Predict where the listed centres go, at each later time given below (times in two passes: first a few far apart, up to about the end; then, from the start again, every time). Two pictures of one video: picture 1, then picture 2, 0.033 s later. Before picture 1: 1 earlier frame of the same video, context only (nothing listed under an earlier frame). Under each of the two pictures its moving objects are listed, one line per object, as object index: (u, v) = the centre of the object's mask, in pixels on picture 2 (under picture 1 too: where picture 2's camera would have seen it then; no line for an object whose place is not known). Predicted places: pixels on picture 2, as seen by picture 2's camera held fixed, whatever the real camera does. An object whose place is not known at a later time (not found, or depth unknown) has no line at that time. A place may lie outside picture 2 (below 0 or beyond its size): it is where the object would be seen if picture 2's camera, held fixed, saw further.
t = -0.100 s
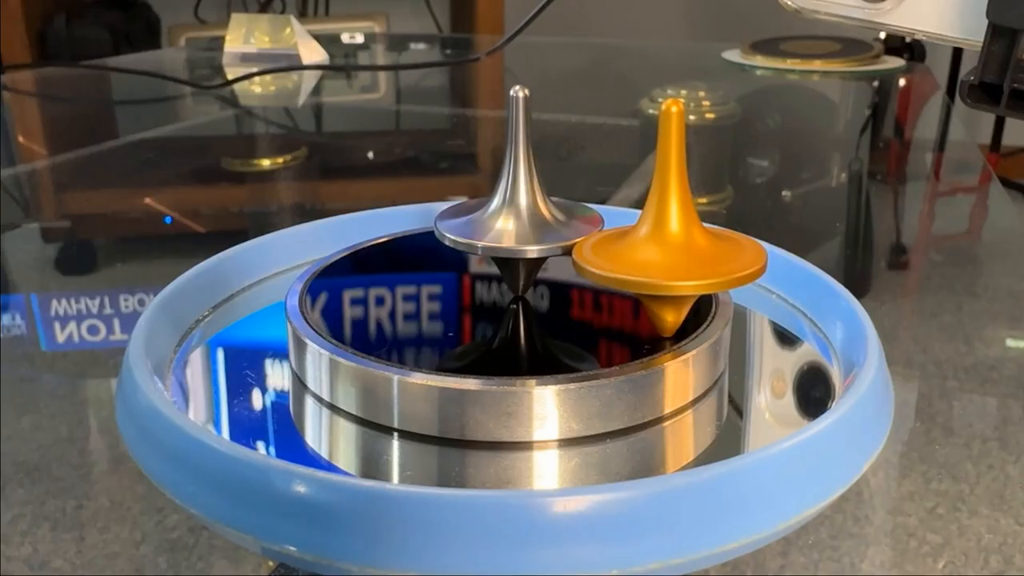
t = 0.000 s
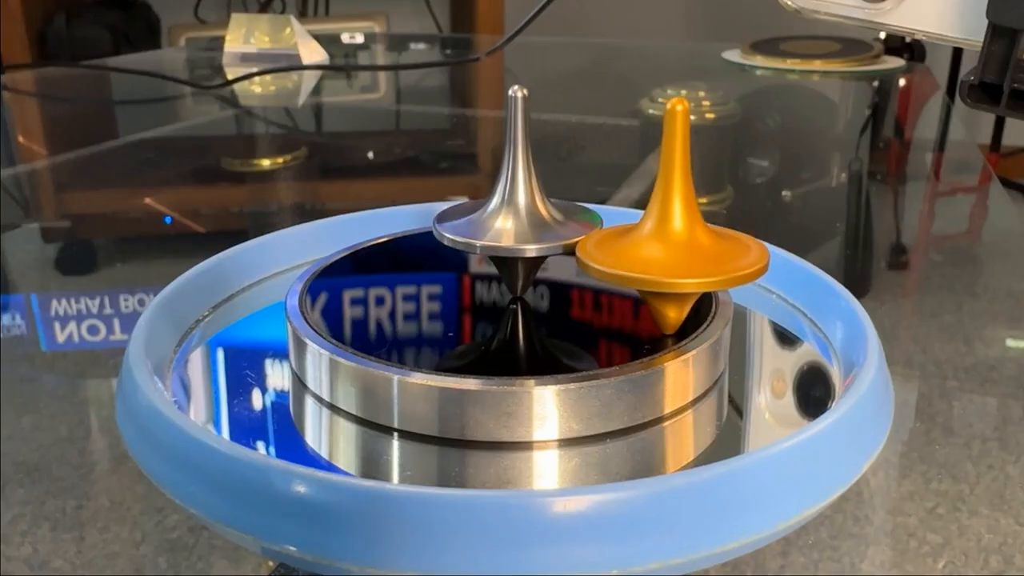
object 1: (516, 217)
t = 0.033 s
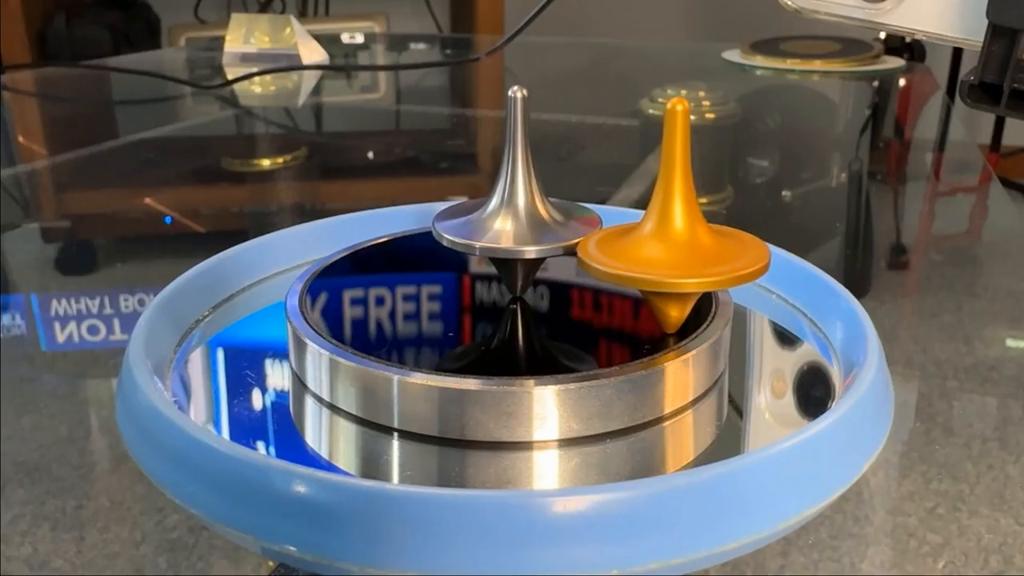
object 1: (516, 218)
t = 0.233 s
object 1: (513, 214)
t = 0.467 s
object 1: (512, 215)
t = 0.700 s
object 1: (511, 216)
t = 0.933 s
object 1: (510, 217)
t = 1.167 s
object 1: (509, 218)
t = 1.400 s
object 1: (508, 219)
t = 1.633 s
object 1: (509, 220)
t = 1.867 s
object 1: (509, 222)
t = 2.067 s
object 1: (510, 223)
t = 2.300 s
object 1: (510, 224)
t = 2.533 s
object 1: (512, 224)
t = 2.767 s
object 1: (513, 225)
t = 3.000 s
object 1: (516, 229)
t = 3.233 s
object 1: (519, 228)
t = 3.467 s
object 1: (523, 230)
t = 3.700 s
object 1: (528, 230)
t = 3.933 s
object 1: (531, 229)
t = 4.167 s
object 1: (535, 229)
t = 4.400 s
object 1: (536, 230)
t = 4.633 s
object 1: (539, 230)
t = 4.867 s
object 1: (542, 232)
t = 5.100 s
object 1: (547, 230)
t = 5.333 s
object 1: (551, 229)
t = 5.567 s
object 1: (556, 231)
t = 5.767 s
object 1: (560, 231)
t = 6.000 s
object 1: (565, 232)
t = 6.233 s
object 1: (570, 231)
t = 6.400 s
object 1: (571, 232)
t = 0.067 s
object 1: (515, 217)
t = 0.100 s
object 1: (515, 218)
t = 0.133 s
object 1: (514, 218)
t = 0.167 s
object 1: (514, 214)
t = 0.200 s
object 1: (514, 214)
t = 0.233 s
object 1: (513, 214)
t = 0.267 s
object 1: (513, 215)
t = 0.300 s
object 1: (513, 215)
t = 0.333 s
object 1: (513, 215)
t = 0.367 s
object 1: (512, 215)
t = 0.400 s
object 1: (513, 215)
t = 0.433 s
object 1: (512, 216)
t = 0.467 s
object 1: (512, 215)
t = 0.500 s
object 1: (512, 215)
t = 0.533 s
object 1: (512, 216)
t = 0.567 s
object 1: (512, 216)
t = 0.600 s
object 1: (512, 216)
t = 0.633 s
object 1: (511, 216)
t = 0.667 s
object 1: (511, 216)
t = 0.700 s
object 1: (511, 216)
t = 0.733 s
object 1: (511, 216)
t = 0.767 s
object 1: (511, 216)
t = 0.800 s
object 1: (511, 217)
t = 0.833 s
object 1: (511, 217)
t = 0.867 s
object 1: (510, 217)
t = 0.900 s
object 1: (510, 217)
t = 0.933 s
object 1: (510, 217)
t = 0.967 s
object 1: (510, 217)
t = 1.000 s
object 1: (510, 217)
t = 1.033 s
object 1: (510, 217)
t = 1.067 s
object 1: (510, 218)
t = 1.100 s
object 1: (509, 218)
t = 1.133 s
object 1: (509, 218)
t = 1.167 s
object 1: (509, 218)
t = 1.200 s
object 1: (508, 218)
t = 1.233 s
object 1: (508, 219)
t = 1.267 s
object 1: (509, 219)
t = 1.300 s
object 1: (509, 218)
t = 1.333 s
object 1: (508, 219)
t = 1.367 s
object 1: (508, 220)
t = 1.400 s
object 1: (508, 219)
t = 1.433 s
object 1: (508, 219)
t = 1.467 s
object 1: (508, 220)
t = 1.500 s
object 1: (508, 220)
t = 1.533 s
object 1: (508, 220)
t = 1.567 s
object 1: (508, 220)
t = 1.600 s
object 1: (508, 220)
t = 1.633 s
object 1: (509, 220)
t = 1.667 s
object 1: (508, 221)
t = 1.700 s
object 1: (508, 221)
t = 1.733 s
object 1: (509, 221)
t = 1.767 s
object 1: (509, 221)
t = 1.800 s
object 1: (508, 222)
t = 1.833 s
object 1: (509, 222)
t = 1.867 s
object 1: (509, 222)
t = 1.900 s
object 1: (508, 222)
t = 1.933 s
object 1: (509, 223)
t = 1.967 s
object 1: (509, 222)
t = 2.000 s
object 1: (509, 223)
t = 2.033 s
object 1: (509, 223)
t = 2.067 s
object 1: (510, 223)
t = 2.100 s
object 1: (510, 223)
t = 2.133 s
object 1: (509, 223)
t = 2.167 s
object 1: (510, 224)
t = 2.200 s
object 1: (510, 224)
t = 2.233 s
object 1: (510, 224)
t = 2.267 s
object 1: (511, 227)
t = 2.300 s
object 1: (510, 224)
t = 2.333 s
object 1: (511, 224)
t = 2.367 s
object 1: (511, 224)
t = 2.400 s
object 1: (511, 224)
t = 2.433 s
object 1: (511, 224)
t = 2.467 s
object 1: (511, 224)
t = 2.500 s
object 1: (511, 224)
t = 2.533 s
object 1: (512, 224)
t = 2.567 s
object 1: (512, 224)
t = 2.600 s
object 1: (512, 225)
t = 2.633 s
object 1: (512, 225)
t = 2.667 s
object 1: (513, 225)
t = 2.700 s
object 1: (512, 224)
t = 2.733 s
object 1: (512, 225)
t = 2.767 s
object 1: (513, 225)
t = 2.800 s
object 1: (514, 225)
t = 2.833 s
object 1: (513, 225)
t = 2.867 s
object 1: (514, 225)
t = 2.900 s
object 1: (515, 225)
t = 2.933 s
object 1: (516, 225)
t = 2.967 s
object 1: (516, 225)
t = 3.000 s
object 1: (516, 229)
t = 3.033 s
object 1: (517, 229)
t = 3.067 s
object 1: (517, 225)
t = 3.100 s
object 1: (518, 228)
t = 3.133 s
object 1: (518, 226)
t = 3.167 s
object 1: (519, 229)
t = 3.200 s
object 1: (519, 228)
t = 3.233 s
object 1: (519, 228)
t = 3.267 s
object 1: (520, 226)
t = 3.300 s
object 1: (520, 228)
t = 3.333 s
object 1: (521, 229)
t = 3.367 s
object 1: (521, 229)
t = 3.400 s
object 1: (522, 229)
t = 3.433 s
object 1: (522, 229)
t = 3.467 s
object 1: (523, 230)
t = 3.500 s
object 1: (524, 230)
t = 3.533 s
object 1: (524, 230)
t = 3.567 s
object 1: (525, 230)
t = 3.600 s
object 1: (526, 227)
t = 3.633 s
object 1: (526, 230)
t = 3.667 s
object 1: (527, 230)
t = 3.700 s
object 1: (528, 230)
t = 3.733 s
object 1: (528, 229)
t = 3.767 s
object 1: (528, 228)
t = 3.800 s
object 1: (529, 228)
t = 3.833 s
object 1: (530, 228)
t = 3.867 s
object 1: (530, 228)
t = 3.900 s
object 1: (530, 231)
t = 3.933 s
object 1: (531, 229)
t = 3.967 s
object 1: (531, 229)
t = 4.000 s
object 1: (532, 229)
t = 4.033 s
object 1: (533, 229)
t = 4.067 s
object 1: (533, 229)
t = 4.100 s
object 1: (534, 229)
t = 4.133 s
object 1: (534, 229)
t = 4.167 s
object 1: (535, 229)
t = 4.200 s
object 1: (535, 229)
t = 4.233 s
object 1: (535, 229)
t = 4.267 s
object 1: (536, 229)
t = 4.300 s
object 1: (537, 229)
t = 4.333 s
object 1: (536, 228)
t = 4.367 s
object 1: (536, 229)
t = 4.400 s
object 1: (536, 230)
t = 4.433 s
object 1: (538, 230)
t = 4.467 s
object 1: (539, 230)
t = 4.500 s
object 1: (538, 229)
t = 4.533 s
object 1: (537, 230)
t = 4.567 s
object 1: (538, 230)
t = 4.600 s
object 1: (538, 230)
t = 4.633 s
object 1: (539, 230)
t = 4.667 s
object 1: (539, 230)
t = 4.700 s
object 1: (539, 230)
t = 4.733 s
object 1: (539, 229)
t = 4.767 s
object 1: (540, 230)
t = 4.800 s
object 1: (541, 230)
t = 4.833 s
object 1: (542, 229)
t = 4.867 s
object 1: (542, 232)
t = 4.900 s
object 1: (542, 232)
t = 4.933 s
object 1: (543, 229)
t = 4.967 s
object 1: (544, 233)
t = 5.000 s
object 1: (544, 229)
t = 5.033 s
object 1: (545, 229)
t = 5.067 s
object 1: (546, 230)
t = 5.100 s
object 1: (547, 230)
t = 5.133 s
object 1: (548, 229)
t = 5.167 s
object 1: (548, 229)
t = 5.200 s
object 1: (548, 229)
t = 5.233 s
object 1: (550, 230)
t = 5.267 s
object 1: (551, 229)
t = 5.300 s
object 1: (551, 229)
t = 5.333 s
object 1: (551, 229)
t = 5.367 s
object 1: (552, 229)
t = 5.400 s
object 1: (553, 229)
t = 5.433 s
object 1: (553, 229)
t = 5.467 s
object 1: (554, 229)
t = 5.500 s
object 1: (554, 231)
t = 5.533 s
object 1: (554, 231)
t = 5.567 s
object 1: (556, 231)
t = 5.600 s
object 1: (557, 232)
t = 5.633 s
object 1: (557, 232)
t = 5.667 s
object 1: (558, 233)
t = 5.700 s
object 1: (559, 233)
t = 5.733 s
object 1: (559, 232)
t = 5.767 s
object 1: (560, 231)
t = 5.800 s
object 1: (561, 231)
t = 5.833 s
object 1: (562, 232)
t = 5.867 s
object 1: (562, 232)
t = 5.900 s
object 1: (563, 232)
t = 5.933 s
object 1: (564, 232)
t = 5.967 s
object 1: (565, 232)
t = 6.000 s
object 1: (565, 232)
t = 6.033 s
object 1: (565, 231)
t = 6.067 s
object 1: (567, 231)
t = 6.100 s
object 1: (567, 230)
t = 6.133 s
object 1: (568, 231)
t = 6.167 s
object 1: (568, 231)
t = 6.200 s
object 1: (569, 231)
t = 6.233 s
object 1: (570, 231)
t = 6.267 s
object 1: (569, 231)
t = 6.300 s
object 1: (569, 231)
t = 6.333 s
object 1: (570, 232)
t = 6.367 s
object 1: (571, 232)
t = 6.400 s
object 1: (571, 232)
